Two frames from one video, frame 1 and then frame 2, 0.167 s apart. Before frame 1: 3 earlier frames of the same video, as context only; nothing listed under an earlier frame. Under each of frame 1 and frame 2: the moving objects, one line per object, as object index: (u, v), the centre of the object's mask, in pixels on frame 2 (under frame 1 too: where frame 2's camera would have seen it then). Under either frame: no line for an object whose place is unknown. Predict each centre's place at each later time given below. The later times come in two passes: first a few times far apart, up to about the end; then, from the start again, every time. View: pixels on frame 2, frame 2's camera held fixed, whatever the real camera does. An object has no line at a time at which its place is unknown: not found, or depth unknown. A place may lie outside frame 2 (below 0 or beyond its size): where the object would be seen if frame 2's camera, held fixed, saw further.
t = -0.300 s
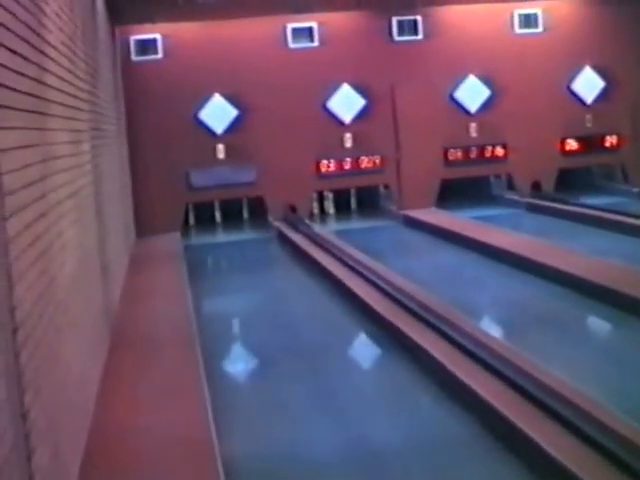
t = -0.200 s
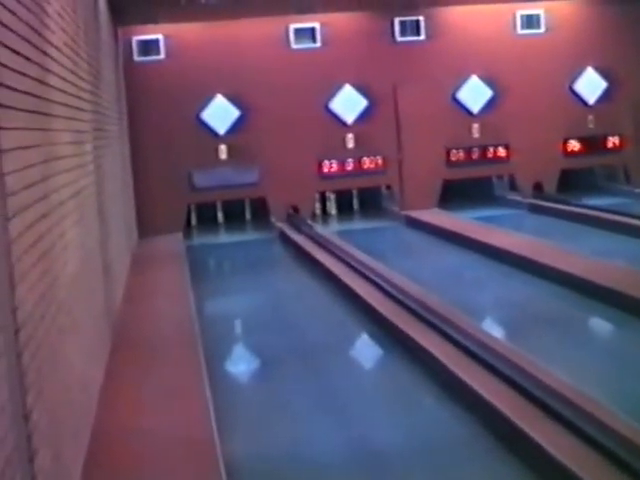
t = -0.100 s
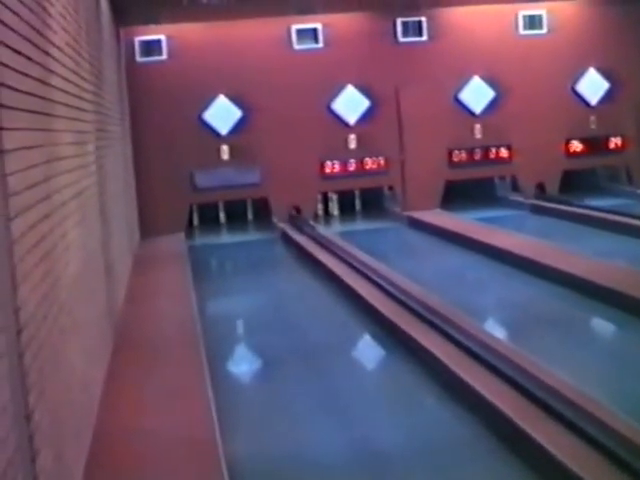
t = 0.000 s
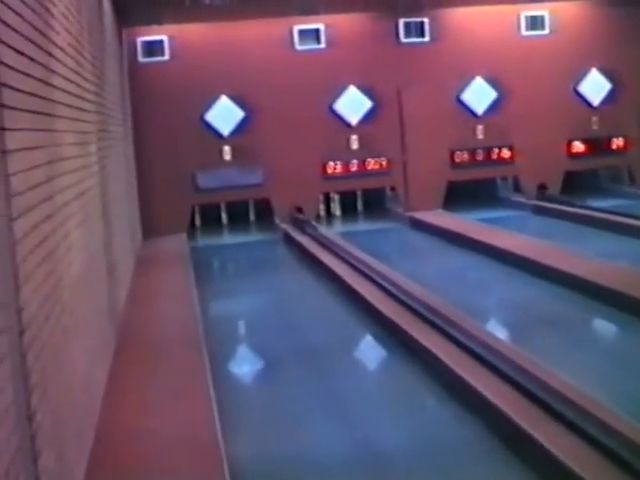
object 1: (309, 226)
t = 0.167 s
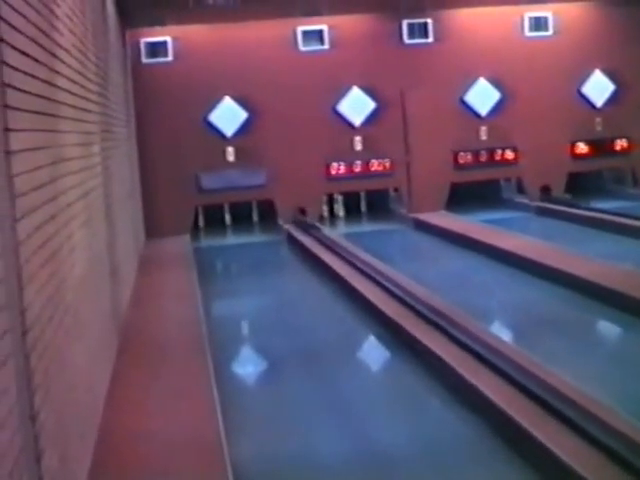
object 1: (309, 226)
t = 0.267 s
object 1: (311, 227)
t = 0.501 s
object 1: (317, 232)
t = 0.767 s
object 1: (329, 240)
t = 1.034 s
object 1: (346, 249)
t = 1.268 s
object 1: (357, 258)
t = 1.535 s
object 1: (374, 271)
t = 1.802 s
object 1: (395, 284)
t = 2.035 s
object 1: (419, 297)
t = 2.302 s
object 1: (444, 314)
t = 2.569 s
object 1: (484, 341)
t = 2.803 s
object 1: (525, 368)
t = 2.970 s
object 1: (569, 396)
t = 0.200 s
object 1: (310, 226)
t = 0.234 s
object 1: (311, 227)
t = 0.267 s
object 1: (311, 227)
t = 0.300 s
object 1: (311, 227)
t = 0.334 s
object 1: (311, 227)
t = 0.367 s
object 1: (313, 228)
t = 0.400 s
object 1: (312, 230)
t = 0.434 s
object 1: (315, 231)
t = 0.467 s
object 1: (315, 231)
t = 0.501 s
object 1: (317, 232)
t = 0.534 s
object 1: (318, 232)
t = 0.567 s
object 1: (320, 235)
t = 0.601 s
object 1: (323, 236)
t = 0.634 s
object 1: (325, 237)
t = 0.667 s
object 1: (325, 237)
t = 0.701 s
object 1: (325, 237)
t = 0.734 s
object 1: (326, 238)
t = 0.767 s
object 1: (329, 240)
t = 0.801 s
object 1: (330, 241)
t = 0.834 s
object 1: (333, 243)
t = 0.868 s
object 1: (334, 243)
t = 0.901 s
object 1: (336, 244)
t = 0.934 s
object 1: (338, 246)
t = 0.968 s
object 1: (341, 248)
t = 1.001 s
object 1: (344, 248)
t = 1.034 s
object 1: (346, 249)
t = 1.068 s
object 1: (345, 250)
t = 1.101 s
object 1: (347, 250)
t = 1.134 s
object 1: (349, 253)
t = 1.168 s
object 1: (353, 255)
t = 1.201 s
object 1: (354, 256)
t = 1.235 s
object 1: (357, 258)
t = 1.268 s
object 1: (357, 258)
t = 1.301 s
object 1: (359, 259)
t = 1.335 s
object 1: (362, 261)
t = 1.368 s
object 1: (364, 263)
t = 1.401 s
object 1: (365, 265)
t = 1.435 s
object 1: (368, 266)
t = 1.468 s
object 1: (368, 266)
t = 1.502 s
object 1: (371, 268)
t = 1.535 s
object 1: (374, 271)
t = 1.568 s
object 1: (378, 272)
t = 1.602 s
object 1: (382, 275)
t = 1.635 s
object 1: (384, 276)
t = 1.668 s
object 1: (384, 277)
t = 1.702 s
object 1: (386, 278)
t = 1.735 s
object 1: (389, 280)
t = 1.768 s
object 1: (392, 282)
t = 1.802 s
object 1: (395, 284)
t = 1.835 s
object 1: (398, 286)
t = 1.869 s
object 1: (399, 287)
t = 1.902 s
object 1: (403, 288)
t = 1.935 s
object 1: (406, 290)
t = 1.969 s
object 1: (410, 293)
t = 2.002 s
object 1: (414, 296)
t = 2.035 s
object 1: (419, 297)
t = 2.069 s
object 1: (418, 297)
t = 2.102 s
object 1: (422, 299)
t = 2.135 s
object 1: (425, 302)
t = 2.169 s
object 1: (430, 305)
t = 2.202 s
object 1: (435, 308)
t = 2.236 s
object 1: (440, 311)
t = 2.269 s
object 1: (440, 312)
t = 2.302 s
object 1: (444, 314)
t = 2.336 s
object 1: (449, 318)
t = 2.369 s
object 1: (454, 322)
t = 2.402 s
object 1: (460, 325)
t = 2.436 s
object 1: (465, 329)
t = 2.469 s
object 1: (465, 329)
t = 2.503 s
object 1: (471, 332)
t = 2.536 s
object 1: (477, 337)
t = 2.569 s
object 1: (484, 341)
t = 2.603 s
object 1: (490, 345)
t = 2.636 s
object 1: (496, 349)
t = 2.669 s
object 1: (496, 351)
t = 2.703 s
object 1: (503, 354)
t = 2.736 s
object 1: (510, 358)
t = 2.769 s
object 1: (518, 362)
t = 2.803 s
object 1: (525, 368)
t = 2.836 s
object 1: (533, 374)
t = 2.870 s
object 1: (541, 378)
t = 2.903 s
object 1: (551, 384)
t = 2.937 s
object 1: (559, 391)
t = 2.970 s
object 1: (569, 396)
